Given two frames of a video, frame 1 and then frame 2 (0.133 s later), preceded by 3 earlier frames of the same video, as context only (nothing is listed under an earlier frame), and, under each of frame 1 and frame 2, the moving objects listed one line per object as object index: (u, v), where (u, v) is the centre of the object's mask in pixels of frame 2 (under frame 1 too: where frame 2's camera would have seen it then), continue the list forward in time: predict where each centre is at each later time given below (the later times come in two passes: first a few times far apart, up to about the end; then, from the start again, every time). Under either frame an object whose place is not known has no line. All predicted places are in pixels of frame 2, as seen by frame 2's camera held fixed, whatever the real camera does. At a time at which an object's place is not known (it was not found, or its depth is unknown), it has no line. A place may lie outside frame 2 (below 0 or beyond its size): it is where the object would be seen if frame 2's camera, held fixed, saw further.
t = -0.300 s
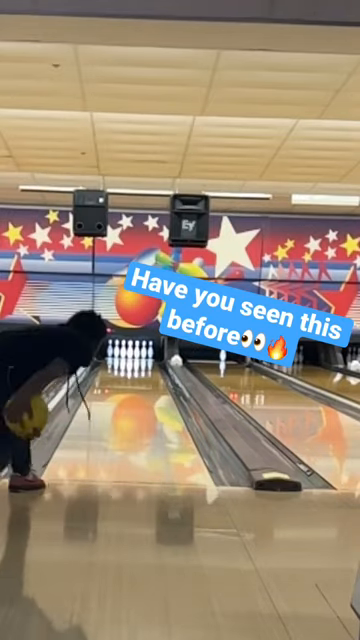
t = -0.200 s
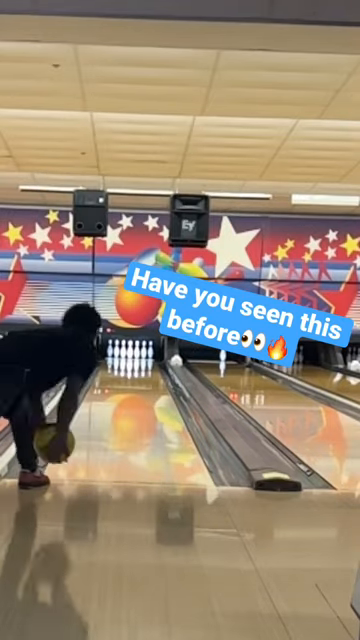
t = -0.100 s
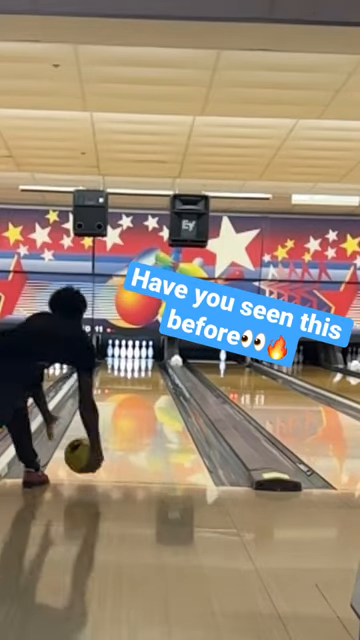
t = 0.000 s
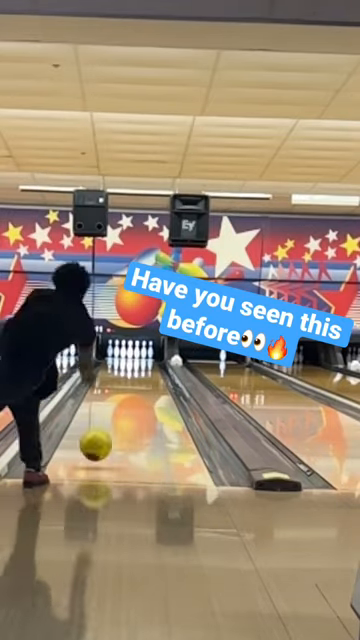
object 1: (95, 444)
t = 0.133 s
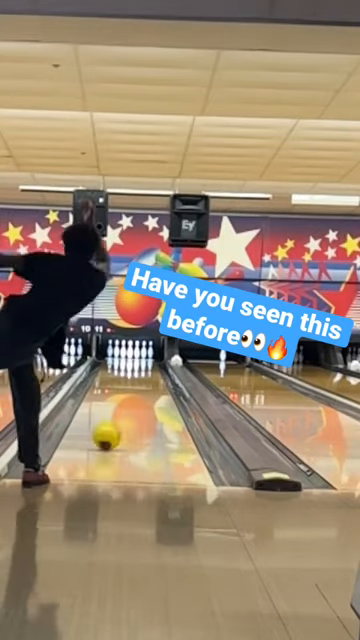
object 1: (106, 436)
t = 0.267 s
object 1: (115, 425)
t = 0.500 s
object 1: (126, 407)
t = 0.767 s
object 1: (134, 394)
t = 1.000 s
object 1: (140, 385)
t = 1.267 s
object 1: (143, 377)
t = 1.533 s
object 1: (146, 370)
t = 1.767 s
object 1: (146, 366)
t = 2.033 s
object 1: (143, 361)
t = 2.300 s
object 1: (139, 357)
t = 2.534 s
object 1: (133, 355)
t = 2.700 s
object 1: (128, 354)
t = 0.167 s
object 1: (108, 434)
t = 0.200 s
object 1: (111, 429)
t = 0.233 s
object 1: (113, 427)
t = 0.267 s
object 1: (115, 425)
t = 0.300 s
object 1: (116, 422)
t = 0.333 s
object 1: (118, 419)
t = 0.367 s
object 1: (120, 415)
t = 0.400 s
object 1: (121, 414)
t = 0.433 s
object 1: (123, 412)
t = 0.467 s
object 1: (124, 409)
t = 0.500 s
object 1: (126, 407)
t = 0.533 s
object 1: (127, 405)
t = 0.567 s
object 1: (128, 403)
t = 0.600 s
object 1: (129, 401)
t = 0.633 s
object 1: (131, 399)
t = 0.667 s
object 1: (131, 398)
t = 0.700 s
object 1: (132, 396)
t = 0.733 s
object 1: (133, 395)
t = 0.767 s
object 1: (134, 394)
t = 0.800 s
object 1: (134, 392)
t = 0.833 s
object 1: (136, 391)
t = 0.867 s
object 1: (137, 389)
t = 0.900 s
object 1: (137, 388)
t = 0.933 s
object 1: (138, 387)
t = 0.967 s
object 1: (139, 386)
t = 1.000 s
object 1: (140, 385)
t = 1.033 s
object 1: (140, 384)
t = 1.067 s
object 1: (142, 382)
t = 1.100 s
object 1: (142, 381)
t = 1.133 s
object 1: (142, 380)
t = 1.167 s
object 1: (142, 380)
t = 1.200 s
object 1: (142, 378)
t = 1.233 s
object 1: (143, 378)
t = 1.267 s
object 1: (143, 377)
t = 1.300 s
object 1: (144, 376)
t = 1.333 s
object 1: (144, 375)
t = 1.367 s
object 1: (144, 375)
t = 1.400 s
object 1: (144, 374)
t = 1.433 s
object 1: (145, 373)
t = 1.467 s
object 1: (145, 372)
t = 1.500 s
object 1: (146, 372)
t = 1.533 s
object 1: (146, 370)
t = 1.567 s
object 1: (146, 370)
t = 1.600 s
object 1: (146, 369)
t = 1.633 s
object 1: (146, 369)
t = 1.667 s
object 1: (146, 368)
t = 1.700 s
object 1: (146, 367)
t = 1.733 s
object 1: (146, 366)
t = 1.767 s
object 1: (146, 366)
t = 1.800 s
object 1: (146, 365)
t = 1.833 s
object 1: (146, 365)
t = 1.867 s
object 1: (146, 365)
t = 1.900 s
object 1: (146, 364)
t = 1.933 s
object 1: (145, 364)
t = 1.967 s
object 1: (144, 362)
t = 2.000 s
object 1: (144, 362)
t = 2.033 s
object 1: (143, 361)
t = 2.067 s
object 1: (143, 361)
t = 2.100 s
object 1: (143, 361)
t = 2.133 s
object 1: (142, 360)
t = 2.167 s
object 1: (141, 359)
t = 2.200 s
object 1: (141, 359)
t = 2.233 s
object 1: (140, 358)
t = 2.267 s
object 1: (139, 357)
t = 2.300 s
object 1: (139, 357)
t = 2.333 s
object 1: (137, 357)
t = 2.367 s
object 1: (136, 357)
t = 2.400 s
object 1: (136, 357)
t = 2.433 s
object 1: (135, 356)
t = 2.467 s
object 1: (134, 355)
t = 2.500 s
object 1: (134, 355)
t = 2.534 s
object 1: (133, 355)
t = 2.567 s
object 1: (132, 355)
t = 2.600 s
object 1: (132, 354)
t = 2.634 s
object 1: (131, 354)
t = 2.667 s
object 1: (129, 354)
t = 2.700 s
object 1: (128, 354)
